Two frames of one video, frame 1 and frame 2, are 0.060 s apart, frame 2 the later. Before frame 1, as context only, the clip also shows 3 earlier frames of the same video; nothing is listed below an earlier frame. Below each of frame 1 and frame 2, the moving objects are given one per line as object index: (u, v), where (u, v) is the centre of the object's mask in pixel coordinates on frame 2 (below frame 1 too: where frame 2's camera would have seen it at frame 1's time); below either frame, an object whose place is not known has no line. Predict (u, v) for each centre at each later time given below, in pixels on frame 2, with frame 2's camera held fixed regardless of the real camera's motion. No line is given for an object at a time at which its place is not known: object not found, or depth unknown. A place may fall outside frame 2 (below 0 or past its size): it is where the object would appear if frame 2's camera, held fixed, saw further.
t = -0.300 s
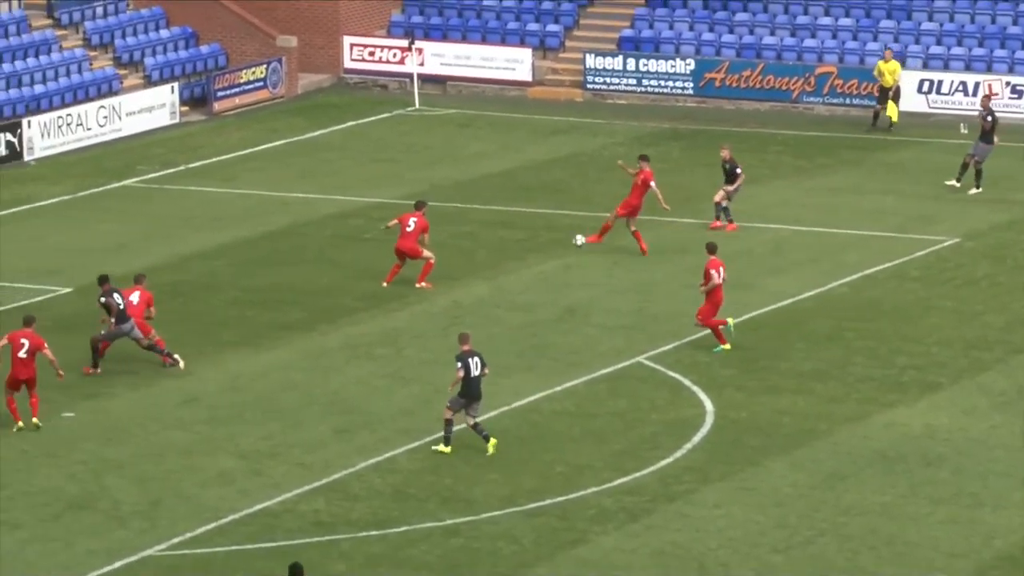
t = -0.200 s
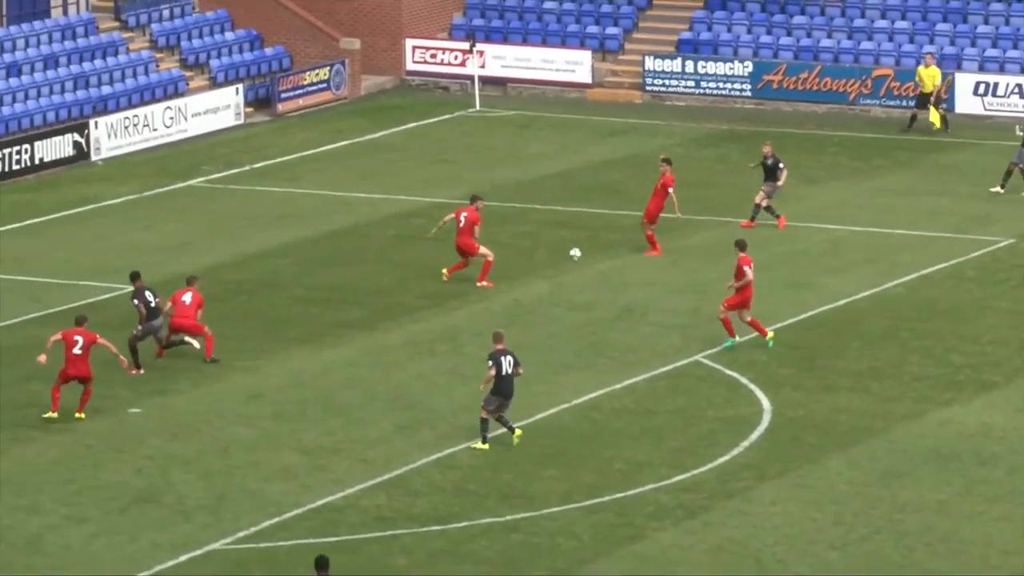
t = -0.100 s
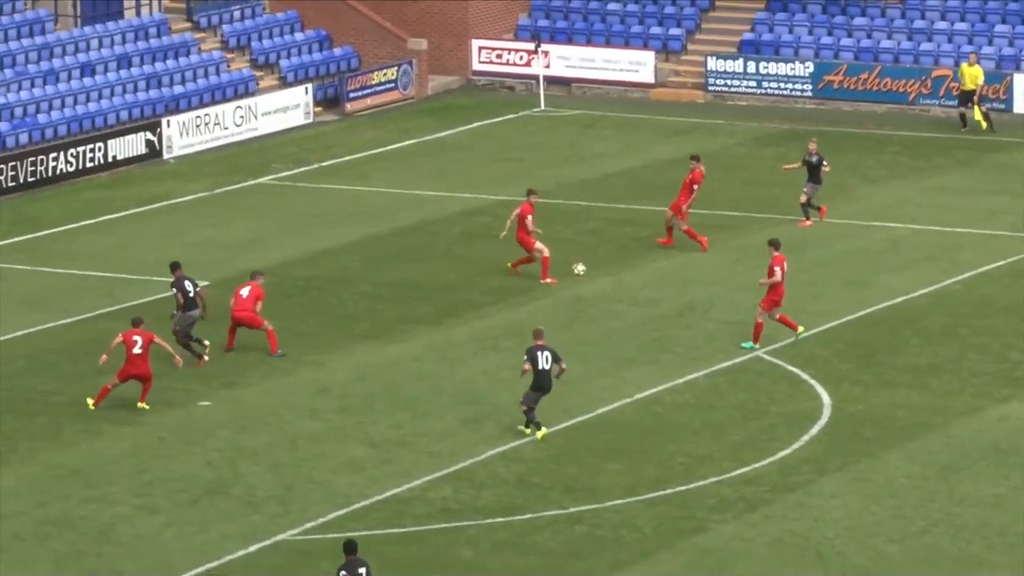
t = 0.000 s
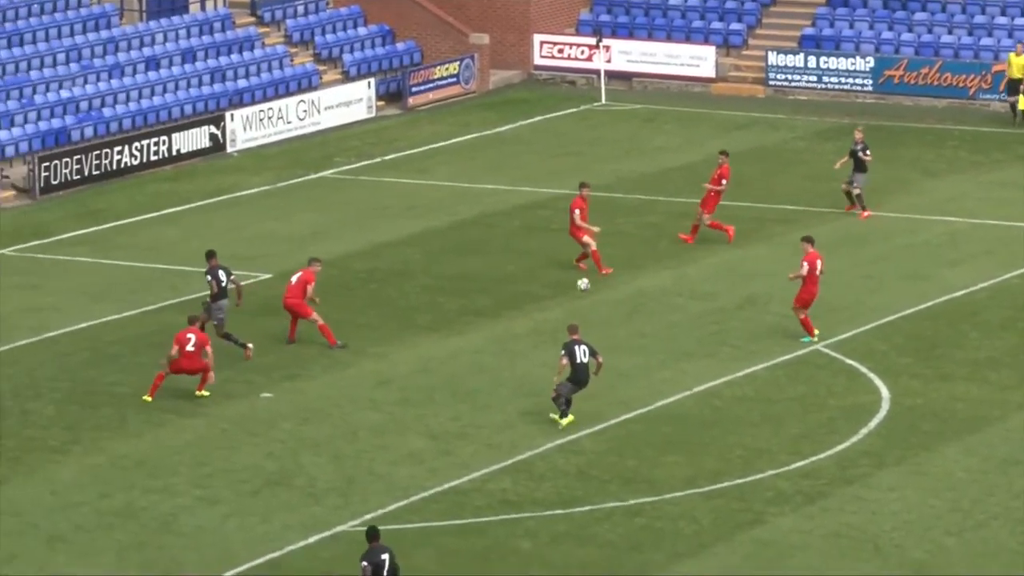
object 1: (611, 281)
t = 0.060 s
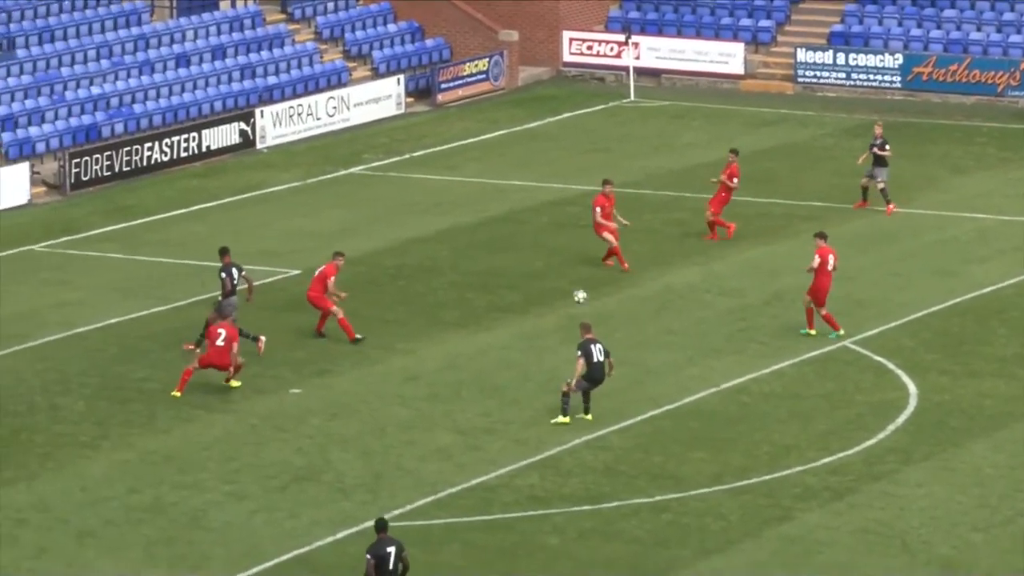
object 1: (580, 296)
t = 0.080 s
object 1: (569, 301)
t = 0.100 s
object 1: (559, 307)
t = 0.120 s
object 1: (548, 313)
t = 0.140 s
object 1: (539, 319)
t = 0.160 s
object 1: (529, 326)
